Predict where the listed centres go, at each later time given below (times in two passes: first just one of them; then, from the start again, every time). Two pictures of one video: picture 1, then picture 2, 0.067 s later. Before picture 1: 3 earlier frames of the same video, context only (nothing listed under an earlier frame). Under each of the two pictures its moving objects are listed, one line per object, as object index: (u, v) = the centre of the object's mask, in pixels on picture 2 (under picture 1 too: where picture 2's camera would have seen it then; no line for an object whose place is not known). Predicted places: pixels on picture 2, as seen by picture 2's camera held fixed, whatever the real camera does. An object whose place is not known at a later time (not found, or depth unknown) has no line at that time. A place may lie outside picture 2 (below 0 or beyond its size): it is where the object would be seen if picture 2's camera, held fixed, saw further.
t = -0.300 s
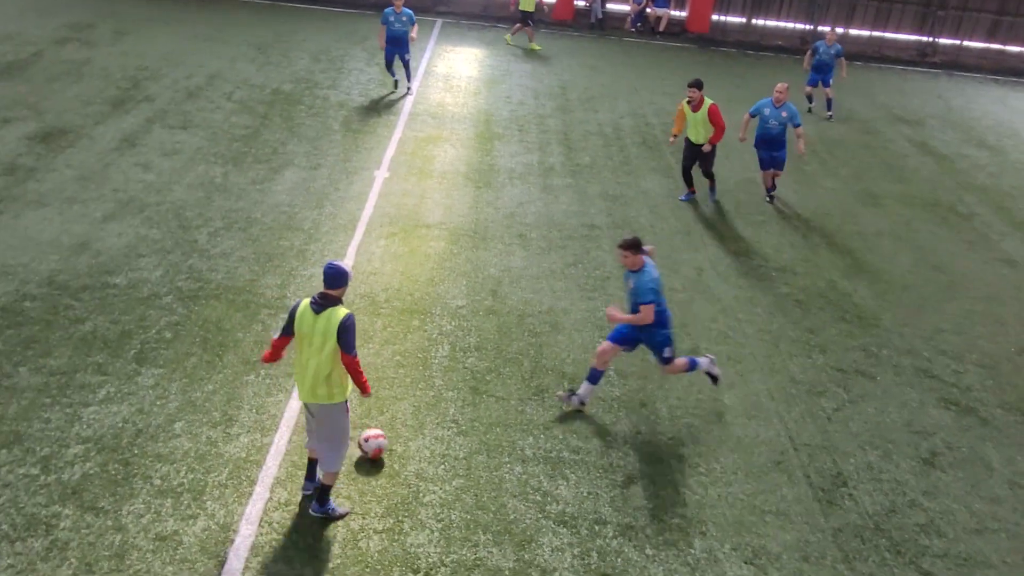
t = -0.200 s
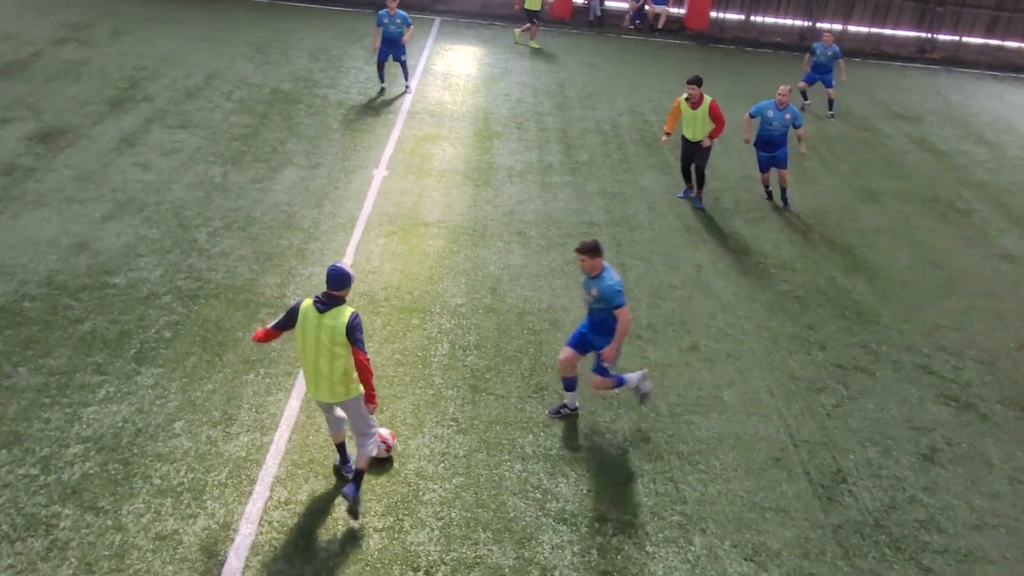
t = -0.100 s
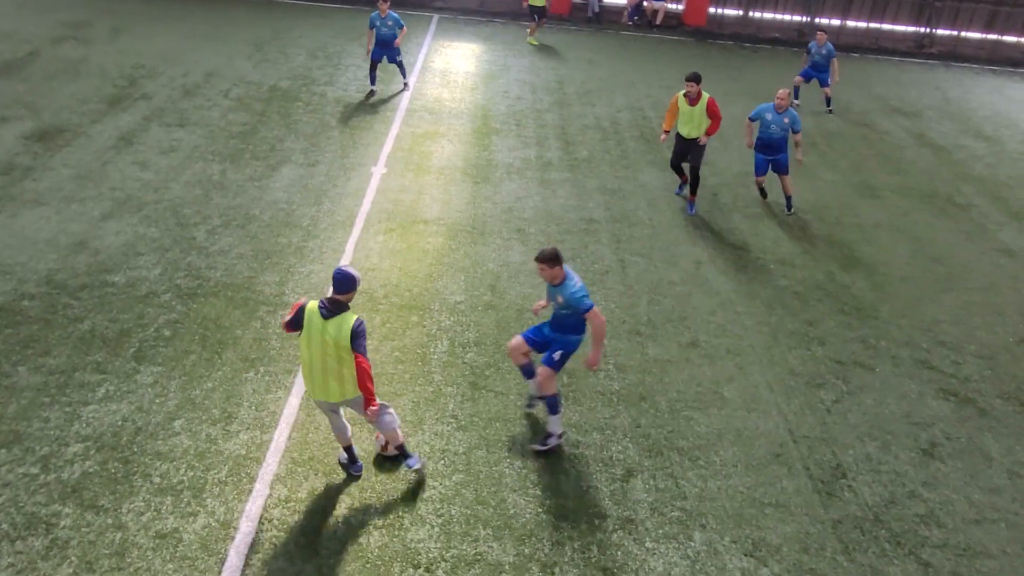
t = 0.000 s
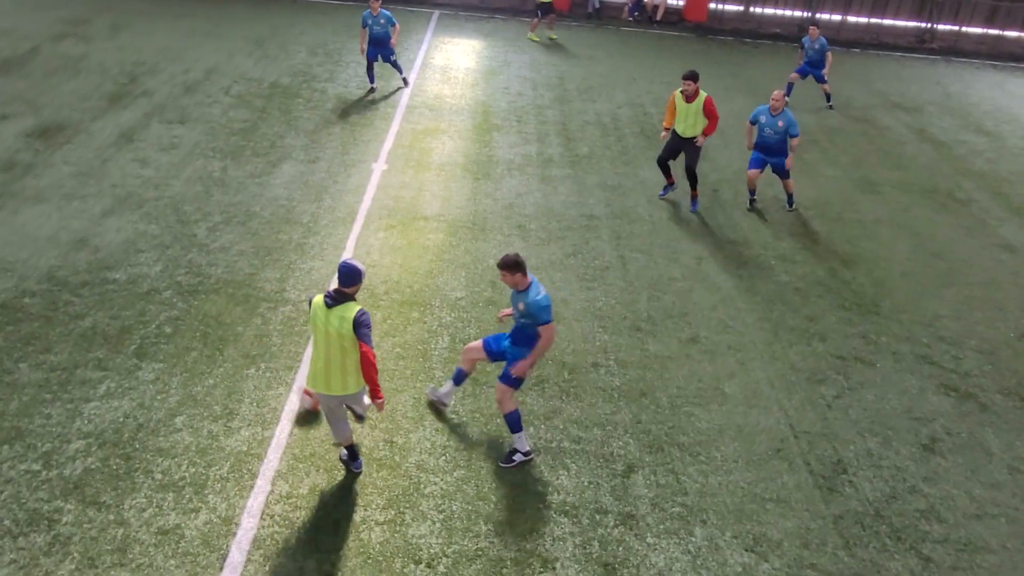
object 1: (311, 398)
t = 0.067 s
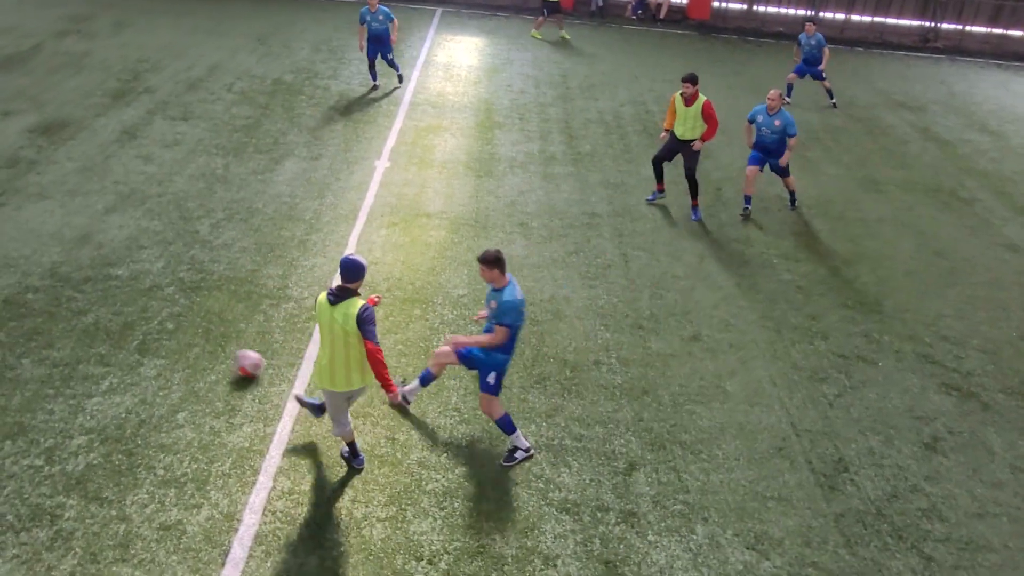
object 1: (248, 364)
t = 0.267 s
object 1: (99, 294)
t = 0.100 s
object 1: (220, 349)
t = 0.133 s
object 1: (195, 336)
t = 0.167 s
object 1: (168, 324)
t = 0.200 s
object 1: (144, 314)
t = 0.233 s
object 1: (120, 305)
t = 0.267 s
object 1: (99, 294)
